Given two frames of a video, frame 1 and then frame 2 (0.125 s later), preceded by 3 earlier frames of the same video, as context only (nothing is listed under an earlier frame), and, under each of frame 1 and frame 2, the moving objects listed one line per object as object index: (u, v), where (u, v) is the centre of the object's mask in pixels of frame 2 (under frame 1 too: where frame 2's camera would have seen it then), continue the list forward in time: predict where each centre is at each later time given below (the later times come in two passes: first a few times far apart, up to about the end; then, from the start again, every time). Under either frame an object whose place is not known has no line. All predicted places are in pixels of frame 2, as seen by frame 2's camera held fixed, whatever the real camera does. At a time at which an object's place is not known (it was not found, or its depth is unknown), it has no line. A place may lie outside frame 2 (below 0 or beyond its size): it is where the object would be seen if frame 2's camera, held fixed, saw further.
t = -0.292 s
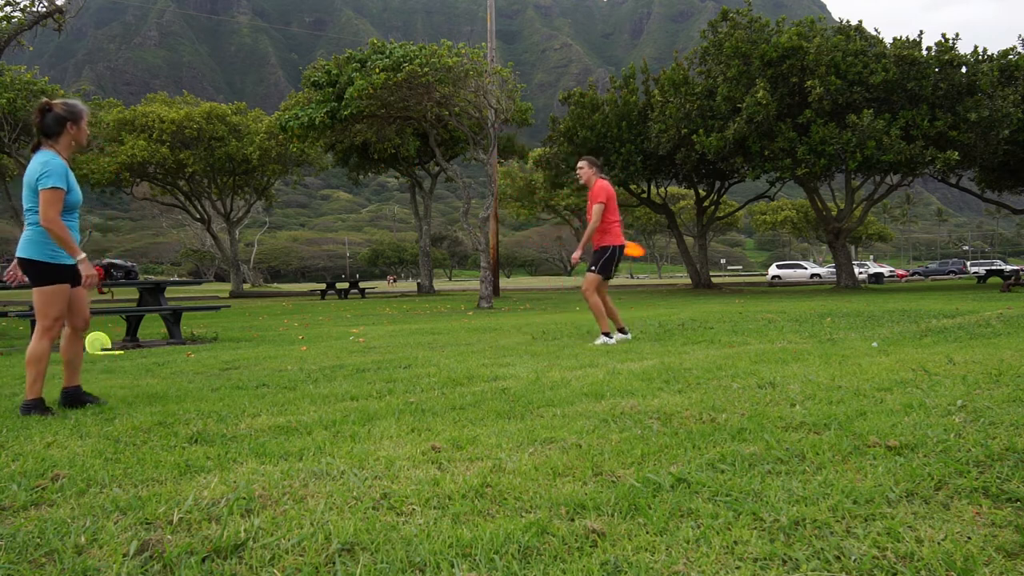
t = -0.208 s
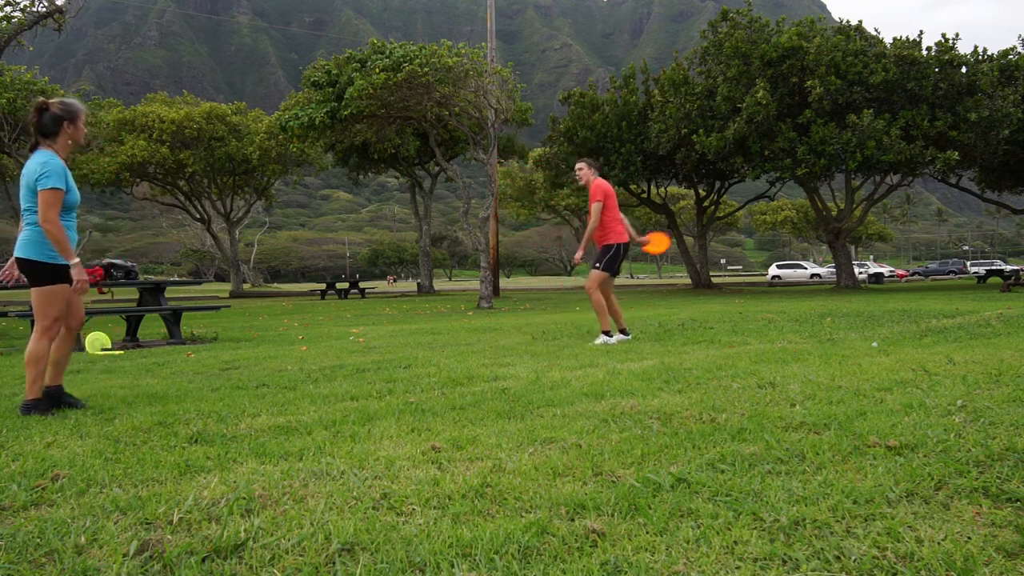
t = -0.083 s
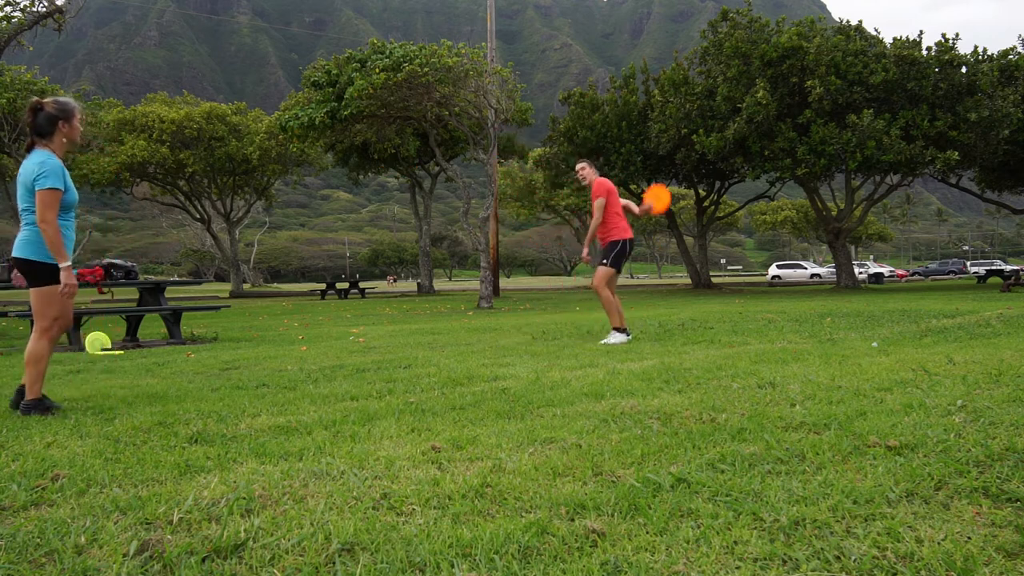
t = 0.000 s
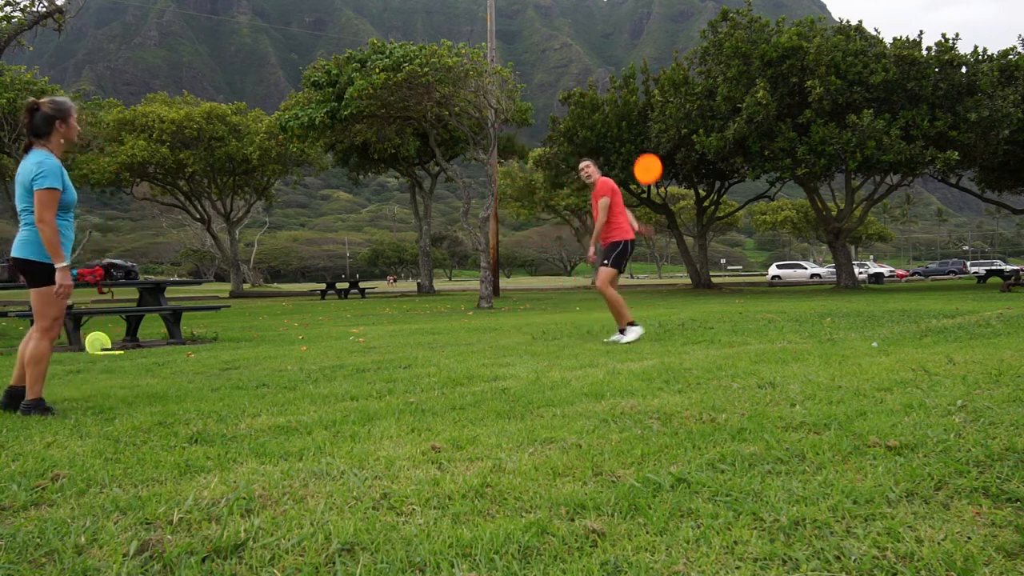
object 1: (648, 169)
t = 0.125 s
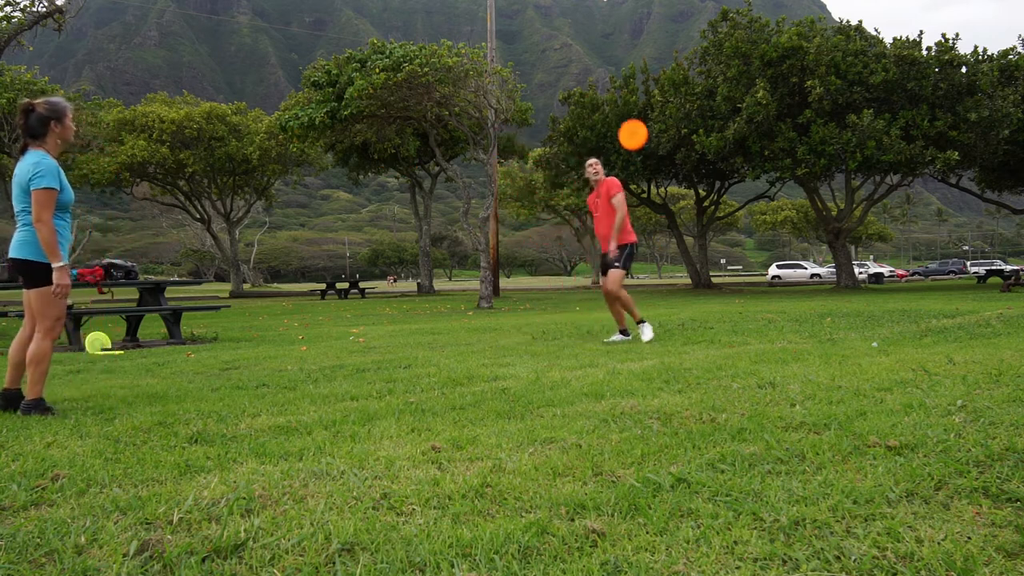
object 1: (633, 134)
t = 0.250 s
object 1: (617, 114)
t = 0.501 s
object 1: (579, 118)
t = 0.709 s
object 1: (542, 172)
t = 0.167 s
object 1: (628, 126)
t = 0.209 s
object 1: (622, 119)
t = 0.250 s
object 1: (617, 114)
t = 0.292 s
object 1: (611, 110)
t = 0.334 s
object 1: (605, 108)
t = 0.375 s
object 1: (599, 108)
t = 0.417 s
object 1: (593, 110)
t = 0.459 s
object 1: (586, 113)
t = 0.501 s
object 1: (579, 118)
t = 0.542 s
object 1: (573, 125)
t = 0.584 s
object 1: (565, 134)
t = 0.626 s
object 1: (558, 145)
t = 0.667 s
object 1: (551, 157)
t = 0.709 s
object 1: (542, 172)
